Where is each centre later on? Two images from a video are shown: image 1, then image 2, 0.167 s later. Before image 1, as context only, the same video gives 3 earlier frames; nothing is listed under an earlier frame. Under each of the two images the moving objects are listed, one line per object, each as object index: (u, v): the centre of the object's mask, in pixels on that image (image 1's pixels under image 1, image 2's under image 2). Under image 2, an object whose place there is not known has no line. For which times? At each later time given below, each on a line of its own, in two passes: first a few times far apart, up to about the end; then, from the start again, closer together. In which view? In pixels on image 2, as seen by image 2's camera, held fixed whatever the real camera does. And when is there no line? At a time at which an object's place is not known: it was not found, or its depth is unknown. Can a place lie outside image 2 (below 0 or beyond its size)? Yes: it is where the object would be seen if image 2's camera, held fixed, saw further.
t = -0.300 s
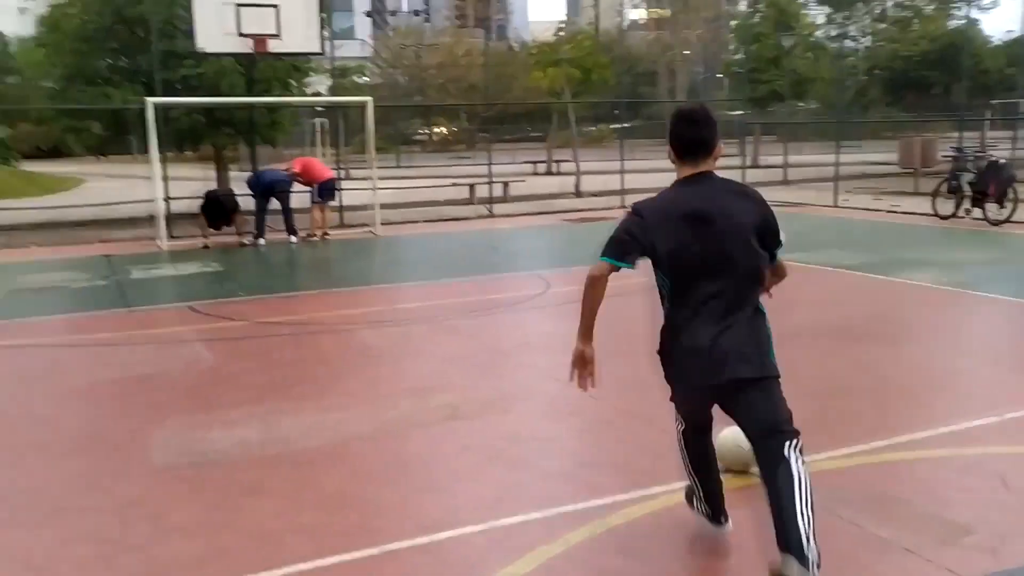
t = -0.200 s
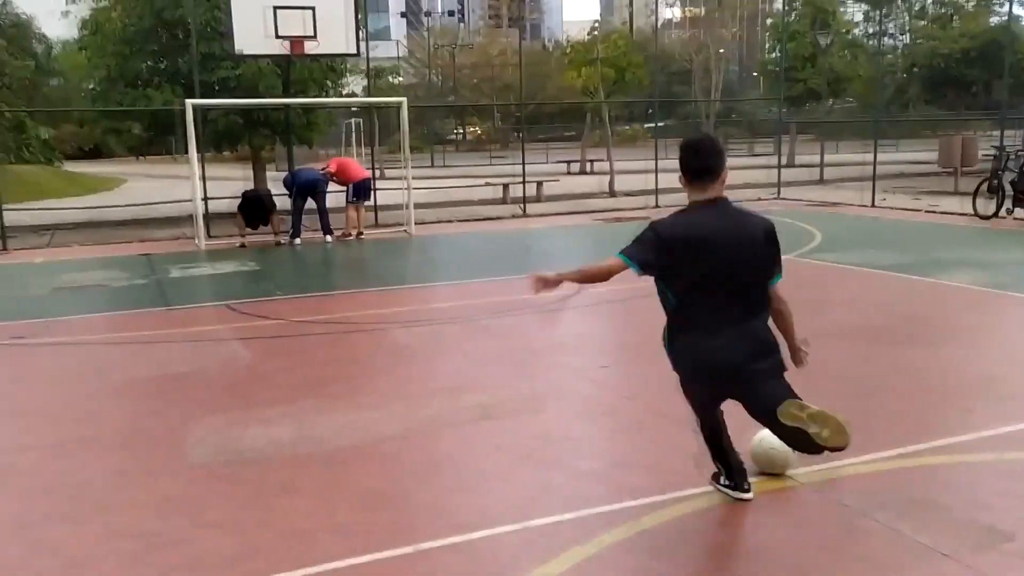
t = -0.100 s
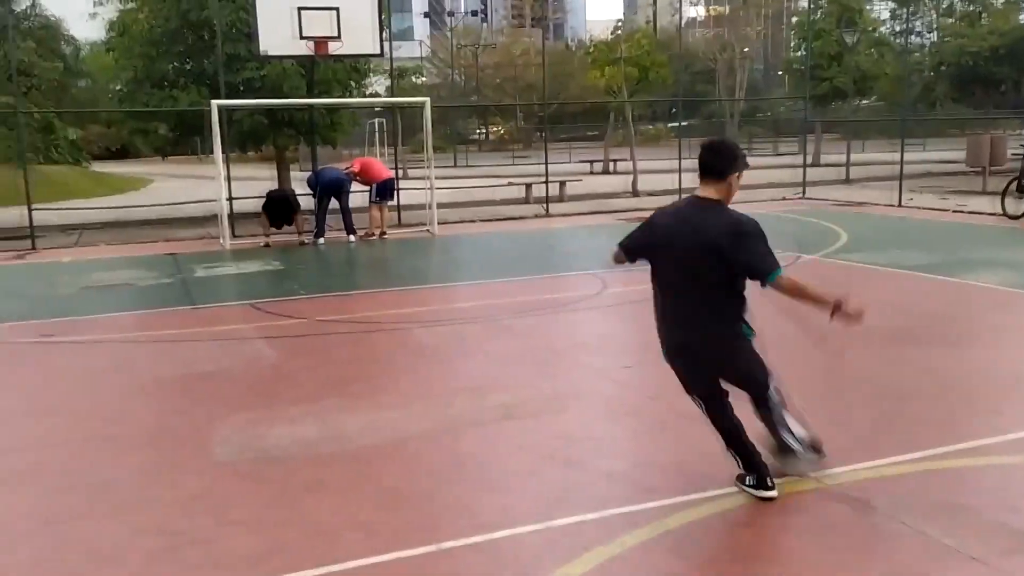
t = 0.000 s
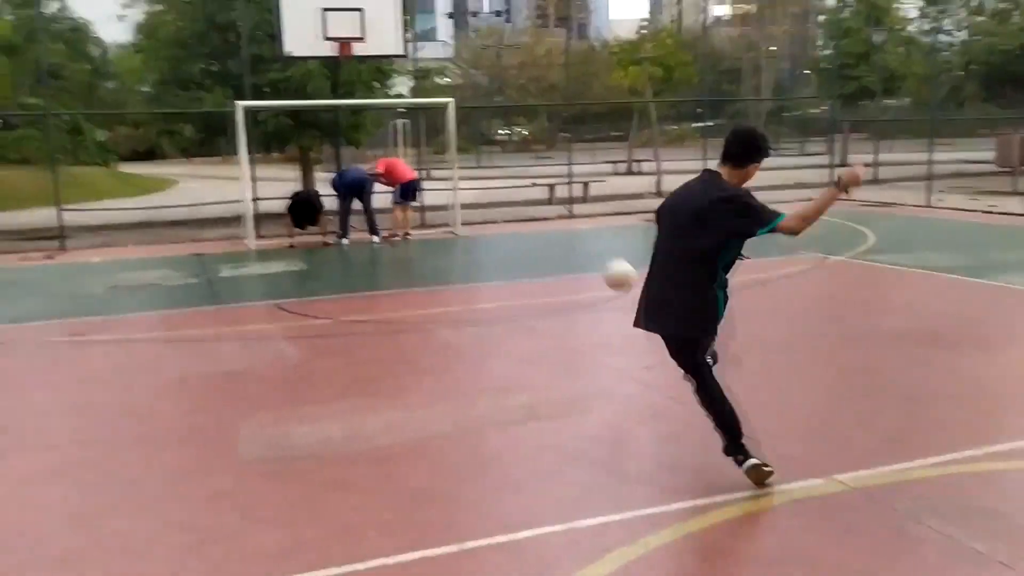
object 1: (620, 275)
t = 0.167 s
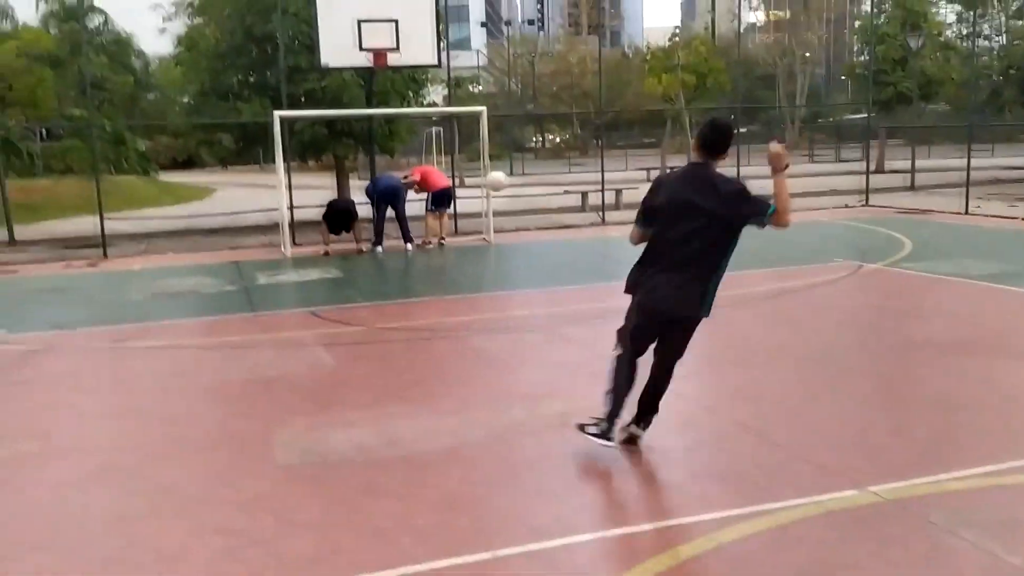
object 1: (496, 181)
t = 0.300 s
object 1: (429, 159)
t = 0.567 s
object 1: (321, 175)
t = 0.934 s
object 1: (214, 251)
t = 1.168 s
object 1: (162, 236)
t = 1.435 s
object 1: (102, 255)
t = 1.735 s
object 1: (22, 269)
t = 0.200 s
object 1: (476, 173)
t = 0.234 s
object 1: (459, 166)
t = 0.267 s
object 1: (444, 161)
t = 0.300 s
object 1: (429, 159)
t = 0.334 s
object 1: (417, 158)
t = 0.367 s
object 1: (406, 159)
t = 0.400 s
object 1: (394, 159)
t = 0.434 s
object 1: (385, 161)
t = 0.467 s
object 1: (376, 163)
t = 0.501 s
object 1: (365, 166)
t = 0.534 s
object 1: (343, 171)
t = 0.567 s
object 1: (321, 175)
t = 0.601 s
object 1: (298, 180)
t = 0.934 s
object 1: (214, 251)
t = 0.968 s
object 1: (205, 257)
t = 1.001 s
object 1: (197, 252)
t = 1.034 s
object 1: (191, 247)
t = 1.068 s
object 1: (185, 243)
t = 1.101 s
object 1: (176, 240)
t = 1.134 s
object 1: (169, 238)
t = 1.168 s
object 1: (162, 236)
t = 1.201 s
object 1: (154, 235)
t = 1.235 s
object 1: (146, 236)
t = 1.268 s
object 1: (140, 237)
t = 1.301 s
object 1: (132, 238)
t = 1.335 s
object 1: (123, 241)
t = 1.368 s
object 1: (116, 246)
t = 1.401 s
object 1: (110, 249)
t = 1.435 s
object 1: (102, 255)
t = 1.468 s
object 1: (93, 262)
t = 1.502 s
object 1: (86, 270)
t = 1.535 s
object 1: (78, 279)
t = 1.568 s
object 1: (69, 280)
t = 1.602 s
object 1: (60, 277)
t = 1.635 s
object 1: (52, 273)
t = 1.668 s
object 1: (42, 270)
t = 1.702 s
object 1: (32, 269)
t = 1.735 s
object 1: (22, 269)
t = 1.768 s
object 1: (12, 269)
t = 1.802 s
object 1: (3, 270)
